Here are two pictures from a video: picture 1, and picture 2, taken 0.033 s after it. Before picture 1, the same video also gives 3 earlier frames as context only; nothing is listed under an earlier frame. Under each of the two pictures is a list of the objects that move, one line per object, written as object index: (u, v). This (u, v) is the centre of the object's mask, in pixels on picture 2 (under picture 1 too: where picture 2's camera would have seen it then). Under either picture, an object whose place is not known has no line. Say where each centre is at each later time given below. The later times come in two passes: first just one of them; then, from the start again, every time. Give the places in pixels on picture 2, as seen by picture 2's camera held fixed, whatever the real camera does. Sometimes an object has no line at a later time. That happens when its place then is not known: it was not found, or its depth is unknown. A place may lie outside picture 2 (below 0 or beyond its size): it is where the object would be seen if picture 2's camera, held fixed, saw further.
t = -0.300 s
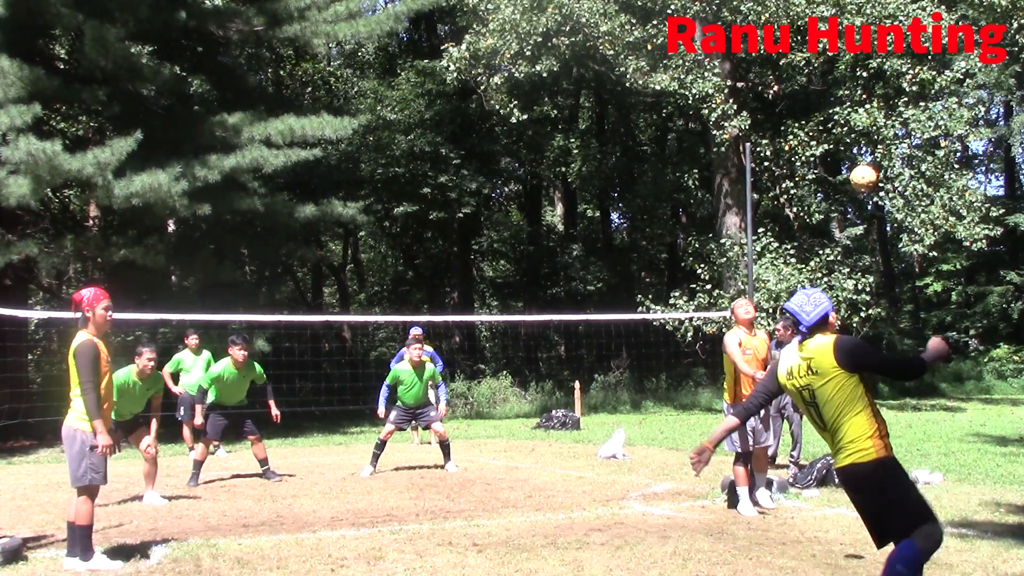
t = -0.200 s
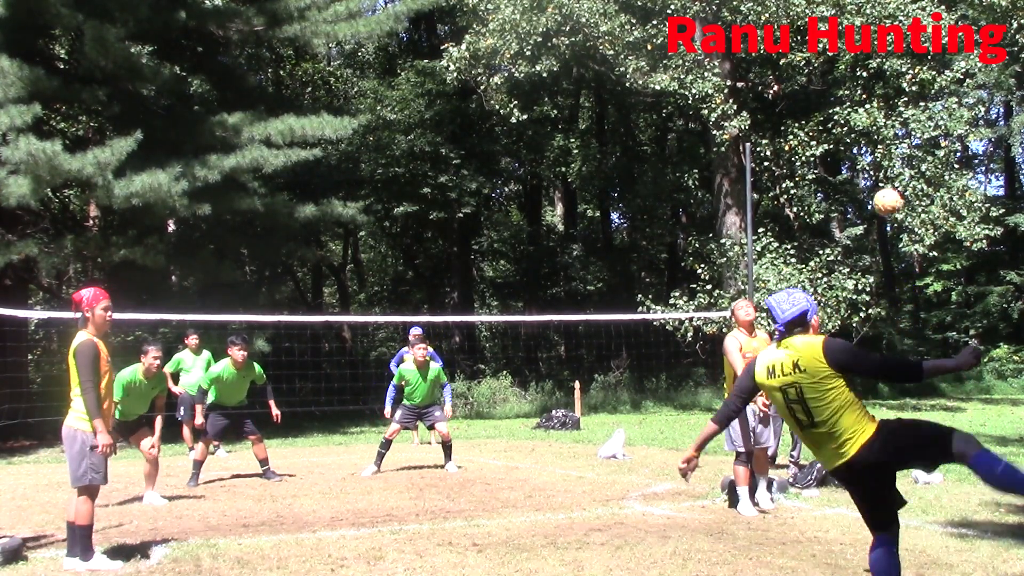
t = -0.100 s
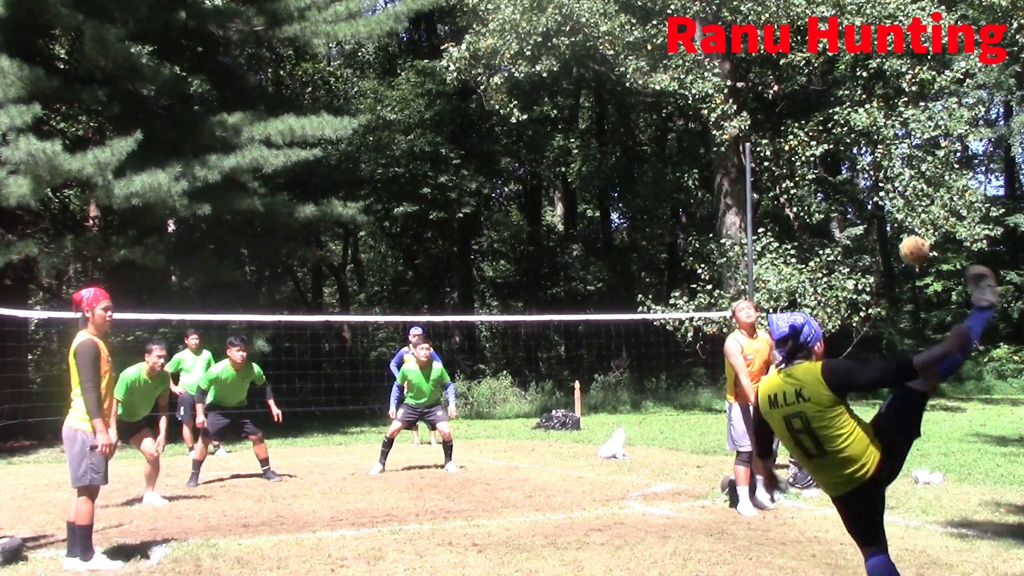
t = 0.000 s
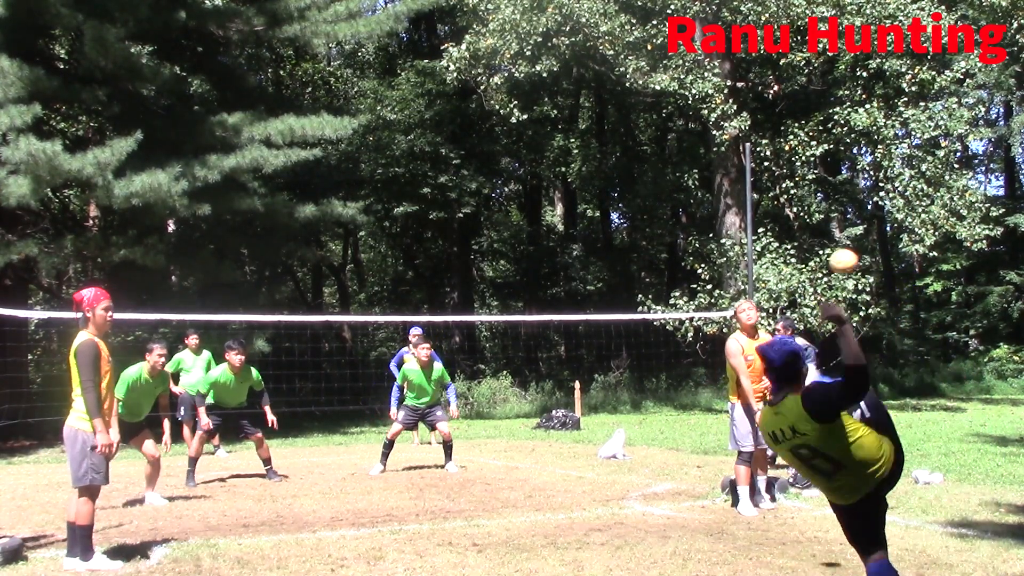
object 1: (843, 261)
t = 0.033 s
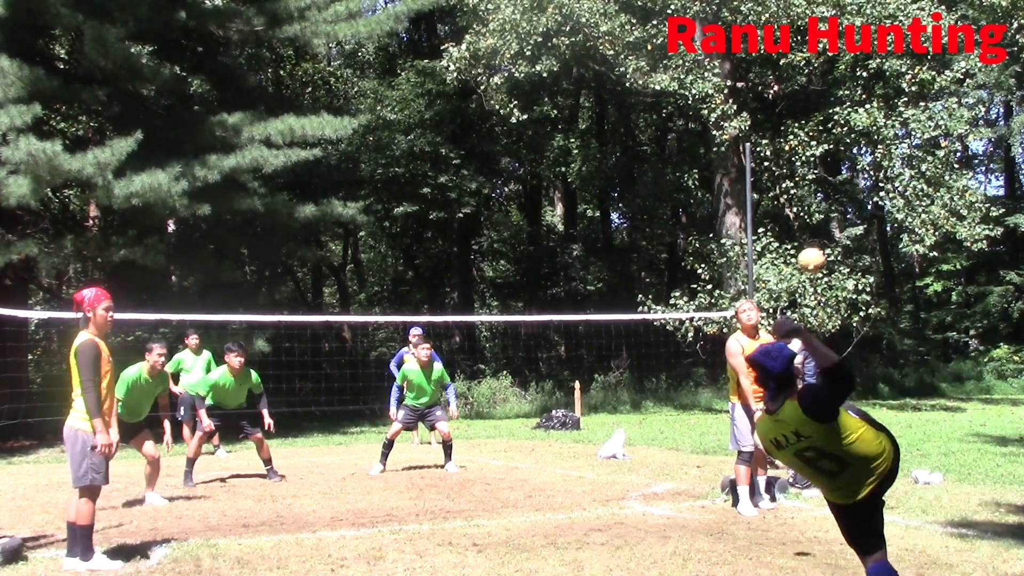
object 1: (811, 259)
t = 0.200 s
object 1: (691, 275)
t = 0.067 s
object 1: (781, 260)
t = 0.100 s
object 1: (754, 261)
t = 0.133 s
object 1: (732, 264)
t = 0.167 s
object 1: (710, 270)
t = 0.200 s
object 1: (691, 275)
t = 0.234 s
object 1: (673, 281)
